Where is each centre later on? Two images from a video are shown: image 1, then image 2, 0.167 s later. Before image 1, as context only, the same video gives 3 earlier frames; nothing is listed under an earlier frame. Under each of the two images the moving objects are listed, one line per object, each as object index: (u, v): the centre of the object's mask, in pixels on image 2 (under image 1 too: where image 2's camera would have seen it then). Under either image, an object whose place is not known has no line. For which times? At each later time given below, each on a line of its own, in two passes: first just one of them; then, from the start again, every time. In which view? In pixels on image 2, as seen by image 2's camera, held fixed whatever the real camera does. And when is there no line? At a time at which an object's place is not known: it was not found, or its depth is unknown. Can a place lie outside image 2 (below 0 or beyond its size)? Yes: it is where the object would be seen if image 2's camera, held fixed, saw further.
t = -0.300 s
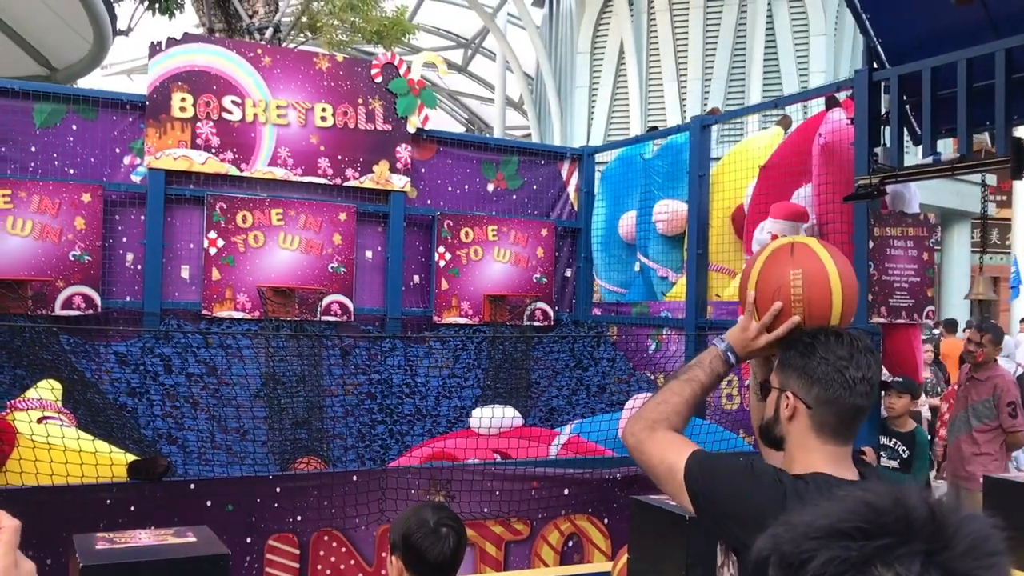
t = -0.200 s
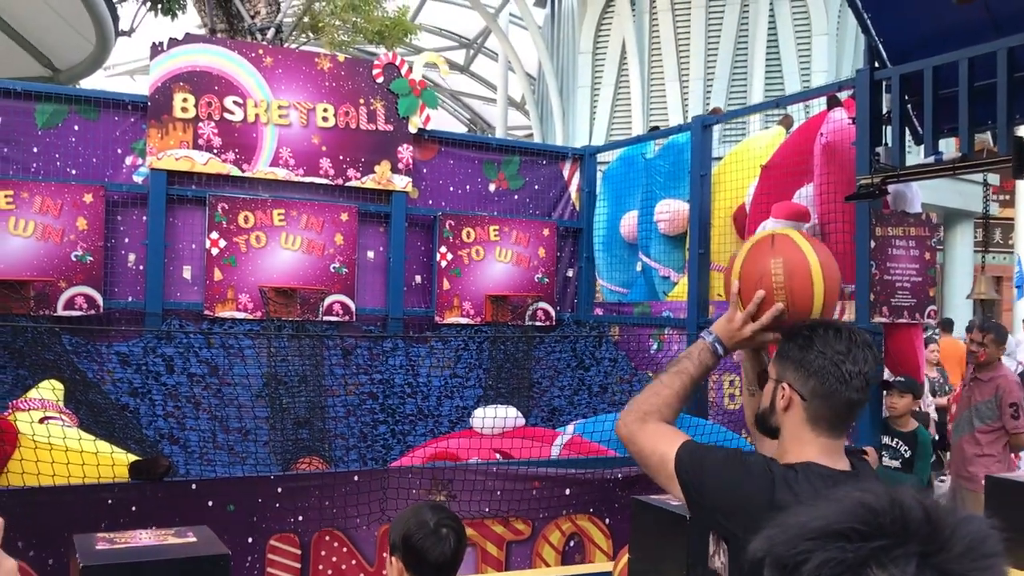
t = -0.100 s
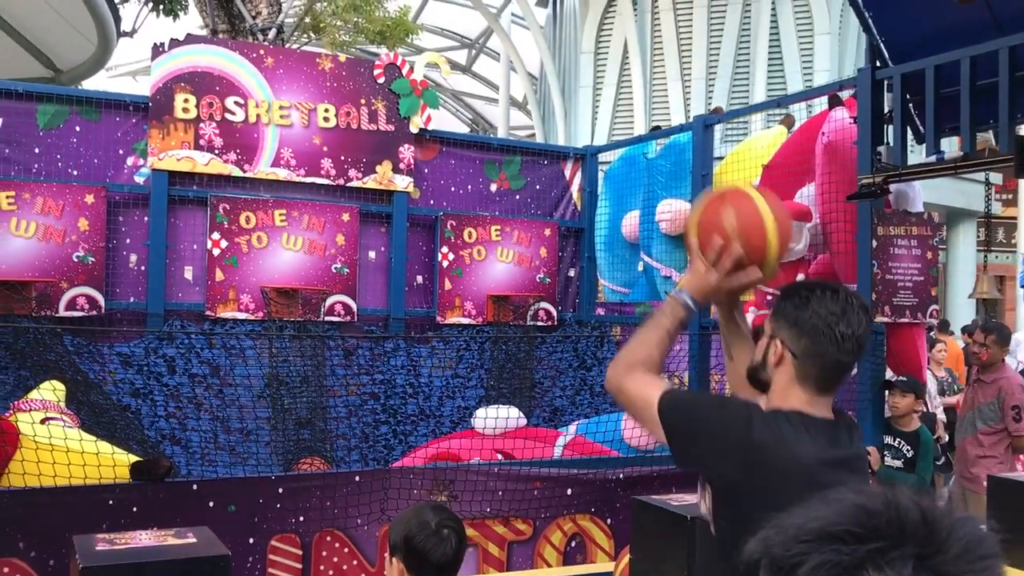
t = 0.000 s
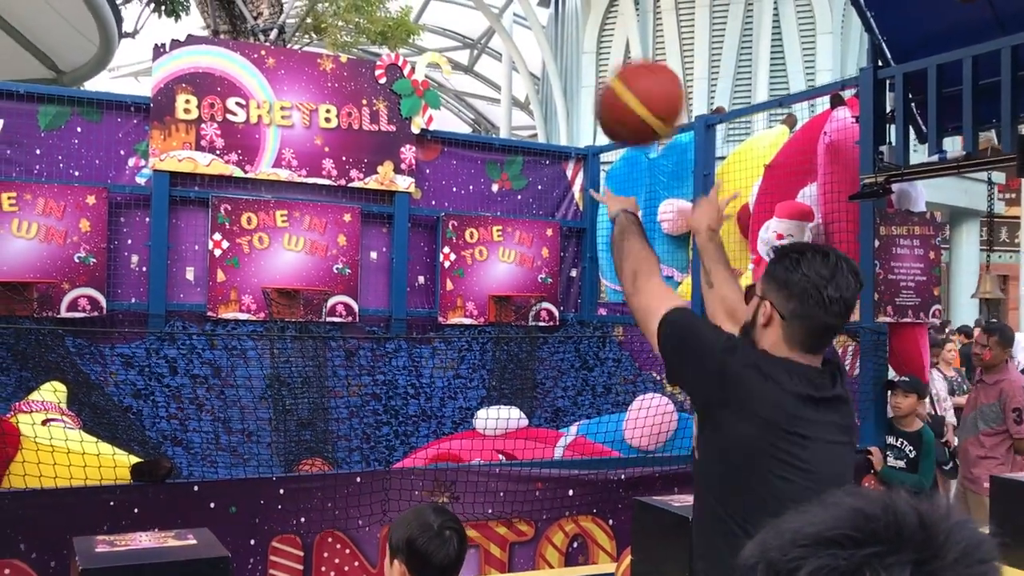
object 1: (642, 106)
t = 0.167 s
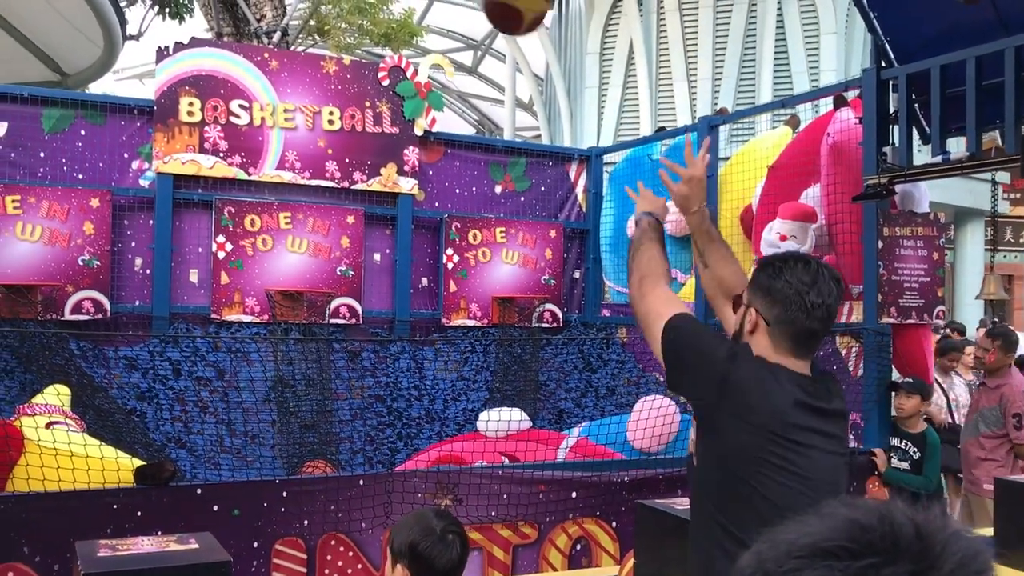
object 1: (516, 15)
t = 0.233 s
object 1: (480, 8)
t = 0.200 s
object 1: (497, 11)
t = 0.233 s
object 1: (480, 8)
